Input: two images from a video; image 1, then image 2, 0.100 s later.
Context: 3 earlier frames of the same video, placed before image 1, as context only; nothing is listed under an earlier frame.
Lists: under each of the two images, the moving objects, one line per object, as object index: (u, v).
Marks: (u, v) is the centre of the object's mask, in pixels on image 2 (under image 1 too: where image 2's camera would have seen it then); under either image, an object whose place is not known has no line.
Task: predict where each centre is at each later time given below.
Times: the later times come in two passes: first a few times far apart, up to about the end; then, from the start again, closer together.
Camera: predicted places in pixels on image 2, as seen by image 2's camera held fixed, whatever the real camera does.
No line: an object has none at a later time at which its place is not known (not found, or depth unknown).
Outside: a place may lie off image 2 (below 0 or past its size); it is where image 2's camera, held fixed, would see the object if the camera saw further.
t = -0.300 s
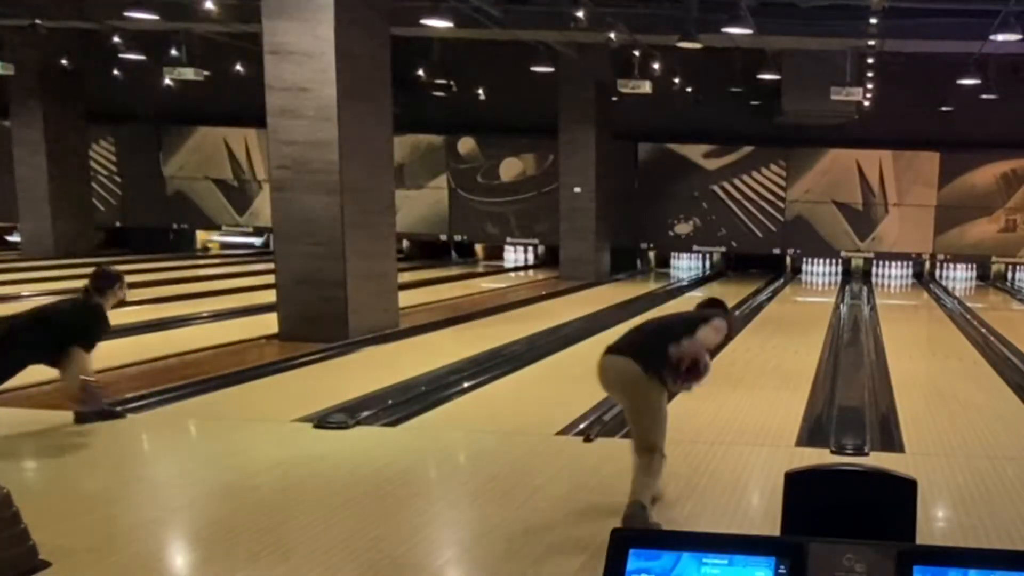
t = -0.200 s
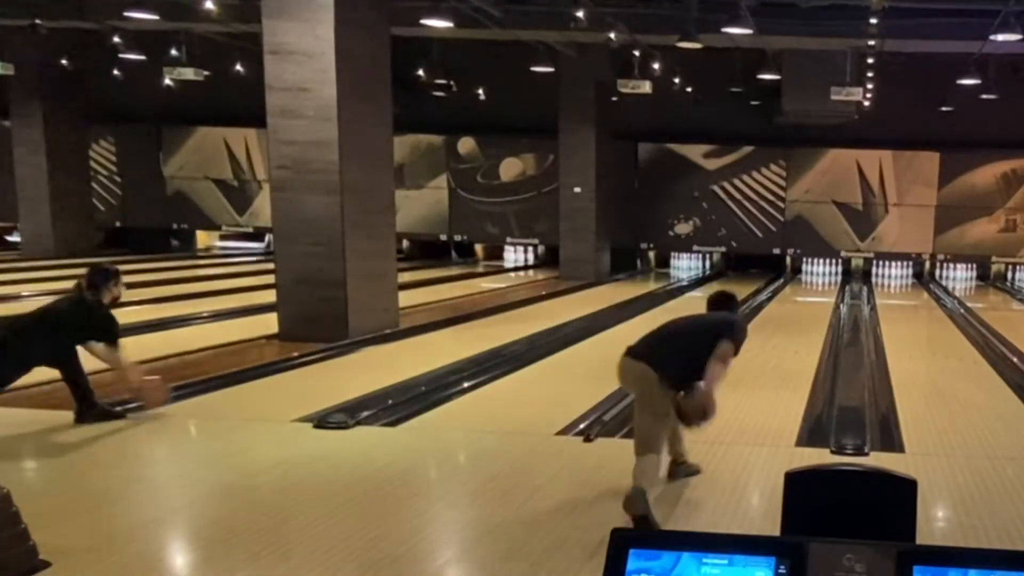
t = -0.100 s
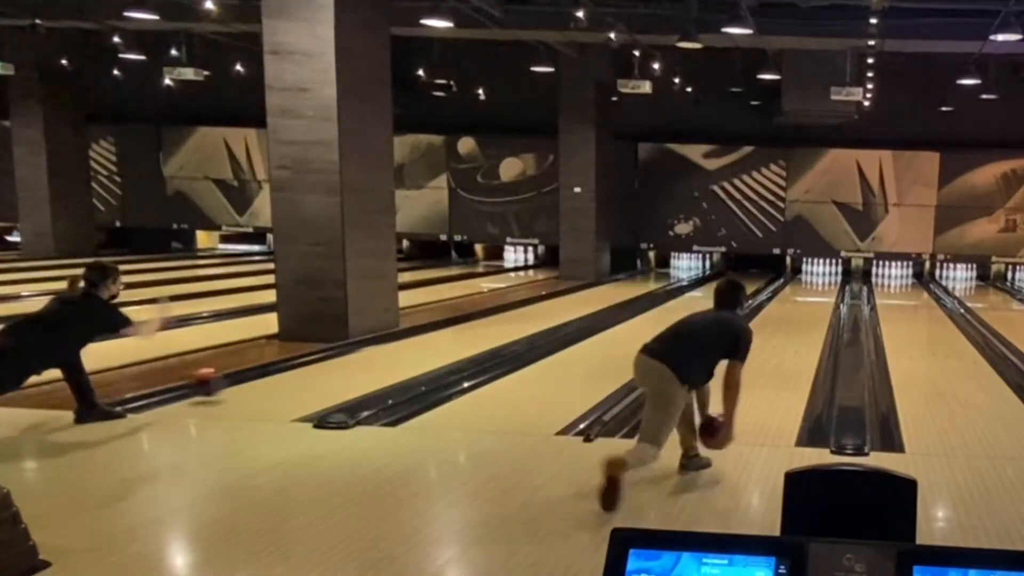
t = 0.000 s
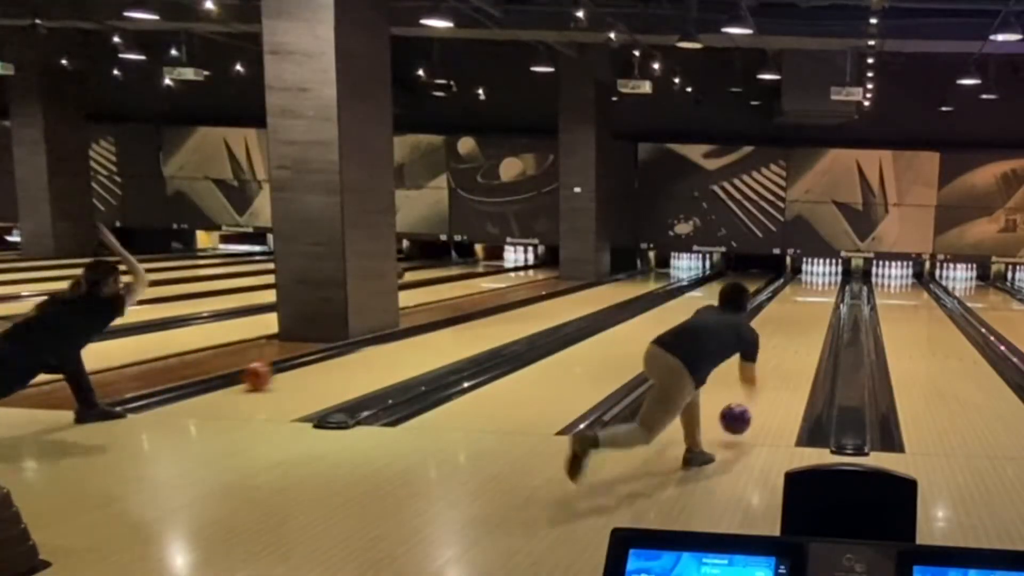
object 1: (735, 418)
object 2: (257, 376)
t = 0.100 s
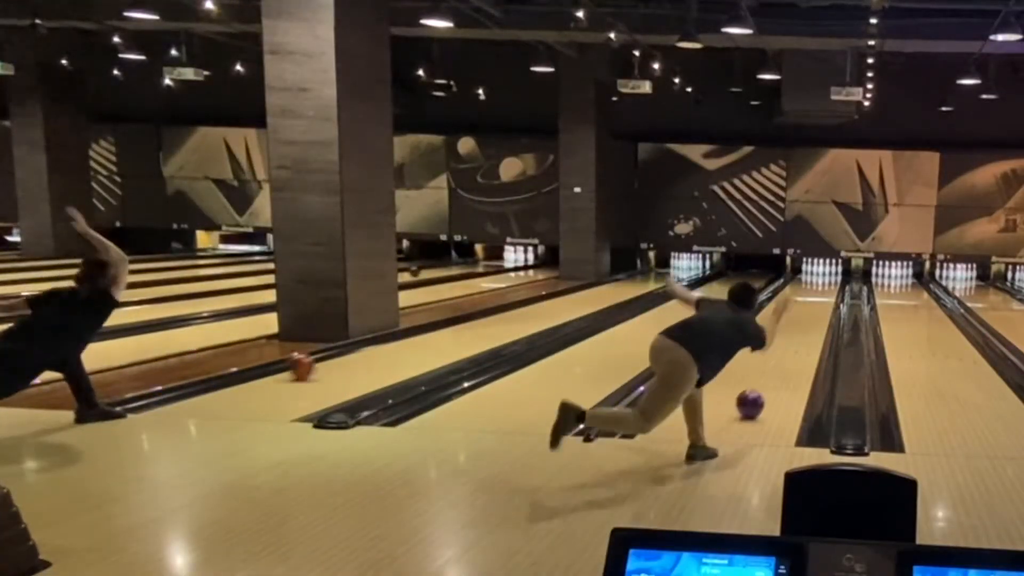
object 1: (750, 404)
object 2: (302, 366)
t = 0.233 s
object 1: (765, 381)
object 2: (352, 356)
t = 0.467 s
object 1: (783, 352)
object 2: (426, 341)
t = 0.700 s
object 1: (795, 331)
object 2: (484, 330)
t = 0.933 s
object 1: (804, 317)
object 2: (531, 321)
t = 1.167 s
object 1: (810, 305)
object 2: (568, 313)
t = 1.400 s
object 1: (815, 295)
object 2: (600, 309)
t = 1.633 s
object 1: (818, 288)
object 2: (616, 303)
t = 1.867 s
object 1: (820, 282)
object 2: (632, 296)
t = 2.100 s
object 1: (820, 277)
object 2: (644, 293)
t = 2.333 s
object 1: (818, 274)
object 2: (655, 288)
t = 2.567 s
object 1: (810, 270)
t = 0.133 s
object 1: (754, 398)
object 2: (314, 364)
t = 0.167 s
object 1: (758, 392)
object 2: (328, 362)
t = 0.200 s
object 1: (761, 387)
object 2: (340, 358)
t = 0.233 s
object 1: (765, 381)
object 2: (352, 356)
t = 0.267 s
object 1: (768, 376)
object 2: (365, 354)
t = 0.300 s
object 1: (771, 372)
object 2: (376, 351)
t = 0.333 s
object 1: (774, 367)
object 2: (386, 349)
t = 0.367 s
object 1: (776, 363)
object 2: (396, 347)
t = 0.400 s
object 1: (779, 359)
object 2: (407, 345)
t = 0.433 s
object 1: (781, 355)
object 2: (417, 343)
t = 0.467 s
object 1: (783, 352)
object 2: (426, 341)
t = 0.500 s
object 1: (786, 350)
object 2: (435, 339)
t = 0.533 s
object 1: (789, 347)
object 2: (444, 338)
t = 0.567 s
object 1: (791, 344)
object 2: (453, 336)
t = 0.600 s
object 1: (792, 338)
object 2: (461, 334)
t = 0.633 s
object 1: (792, 337)
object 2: (469, 334)
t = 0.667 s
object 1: (794, 334)
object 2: (477, 332)
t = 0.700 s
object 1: (795, 331)
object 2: (484, 330)
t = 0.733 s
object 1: (797, 329)
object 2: (491, 328)
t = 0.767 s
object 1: (798, 327)
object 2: (499, 327)
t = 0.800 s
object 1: (799, 325)
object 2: (506, 326)
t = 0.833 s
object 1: (800, 323)
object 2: (512, 325)
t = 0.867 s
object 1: (802, 320)
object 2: (519, 323)
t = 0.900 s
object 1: (803, 319)
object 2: (525, 322)
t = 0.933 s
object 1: (804, 317)
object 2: (531, 321)
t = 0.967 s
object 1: (805, 315)
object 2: (537, 320)
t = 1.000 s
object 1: (806, 313)
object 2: (543, 319)
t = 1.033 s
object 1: (807, 311)
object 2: (548, 317)
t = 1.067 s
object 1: (808, 310)
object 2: (554, 316)
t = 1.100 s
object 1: (809, 308)
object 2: (559, 315)
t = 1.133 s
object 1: (809, 307)
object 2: (564, 315)
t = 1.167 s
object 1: (810, 305)
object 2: (568, 313)
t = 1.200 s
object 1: (811, 303)
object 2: (573, 312)
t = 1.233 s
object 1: (811, 302)
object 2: (578, 310)
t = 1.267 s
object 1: (812, 300)
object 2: (582, 310)
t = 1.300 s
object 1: (813, 299)
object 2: (586, 311)
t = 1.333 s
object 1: (813, 298)
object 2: (591, 308)
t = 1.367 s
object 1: (814, 296)
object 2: (595, 308)
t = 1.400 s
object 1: (815, 295)
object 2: (600, 309)
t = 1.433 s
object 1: (815, 294)
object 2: (603, 307)
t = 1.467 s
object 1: (815, 293)
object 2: (604, 307)
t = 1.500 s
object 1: (816, 292)
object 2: (605, 304)
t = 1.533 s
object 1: (817, 291)
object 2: (608, 304)
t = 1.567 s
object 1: (817, 290)
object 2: (611, 303)
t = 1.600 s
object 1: (818, 289)
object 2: (614, 303)
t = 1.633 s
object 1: (818, 288)
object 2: (616, 303)
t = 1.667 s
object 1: (818, 287)
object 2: (620, 300)
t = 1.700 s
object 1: (818, 287)
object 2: (622, 300)
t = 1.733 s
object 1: (819, 285)
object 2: (624, 300)
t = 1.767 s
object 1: (819, 285)
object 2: (625, 299)
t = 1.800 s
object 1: (820, 284)
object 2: (627, 299)
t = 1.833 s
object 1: (820, 283)
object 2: (630, 297)
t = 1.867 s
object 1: (820, 282)
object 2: (632, 296)
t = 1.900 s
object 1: (820, 281)
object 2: (634, 296)
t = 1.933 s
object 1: (820, 281)
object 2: (637, 295)
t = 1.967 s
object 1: (820, 280)
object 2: (638, 295)
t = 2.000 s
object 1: (820, 279)
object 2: (640, 294)
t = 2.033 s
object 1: (820, 278)
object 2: (641, 293)
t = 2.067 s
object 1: (820, 277)
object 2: (643, 293)
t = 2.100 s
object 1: (820, 277)
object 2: (644, 293)
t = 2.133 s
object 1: (820, 276)
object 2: (646, 292)
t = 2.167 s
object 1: (819, 275)
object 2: (649, 290)
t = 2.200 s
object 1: (820, 275)
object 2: (650, 290)
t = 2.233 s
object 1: (819, 274)
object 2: (652, 289)
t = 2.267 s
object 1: (819, 274)
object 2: (652, 288)
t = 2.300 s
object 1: (818, 274)
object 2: (654, 288)
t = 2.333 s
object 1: (818, 274)
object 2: (655, 288)
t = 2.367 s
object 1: (817, 273)
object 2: (655, 288)
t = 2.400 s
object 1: (816, 272)
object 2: (655, 288)
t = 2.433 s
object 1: (816, 271)
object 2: (655, 288)
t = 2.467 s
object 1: (815, 271)
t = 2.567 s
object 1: (810, 270)
